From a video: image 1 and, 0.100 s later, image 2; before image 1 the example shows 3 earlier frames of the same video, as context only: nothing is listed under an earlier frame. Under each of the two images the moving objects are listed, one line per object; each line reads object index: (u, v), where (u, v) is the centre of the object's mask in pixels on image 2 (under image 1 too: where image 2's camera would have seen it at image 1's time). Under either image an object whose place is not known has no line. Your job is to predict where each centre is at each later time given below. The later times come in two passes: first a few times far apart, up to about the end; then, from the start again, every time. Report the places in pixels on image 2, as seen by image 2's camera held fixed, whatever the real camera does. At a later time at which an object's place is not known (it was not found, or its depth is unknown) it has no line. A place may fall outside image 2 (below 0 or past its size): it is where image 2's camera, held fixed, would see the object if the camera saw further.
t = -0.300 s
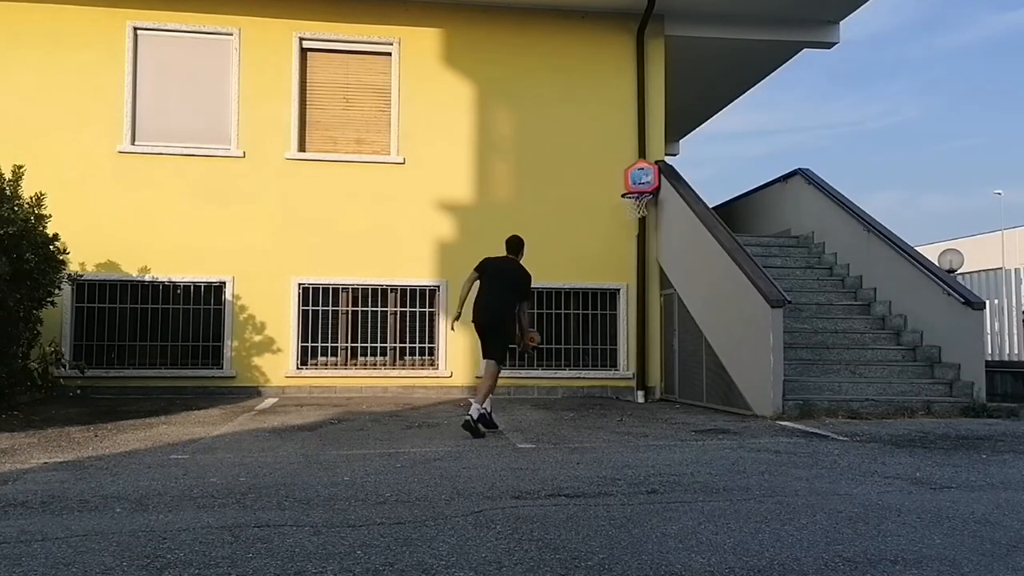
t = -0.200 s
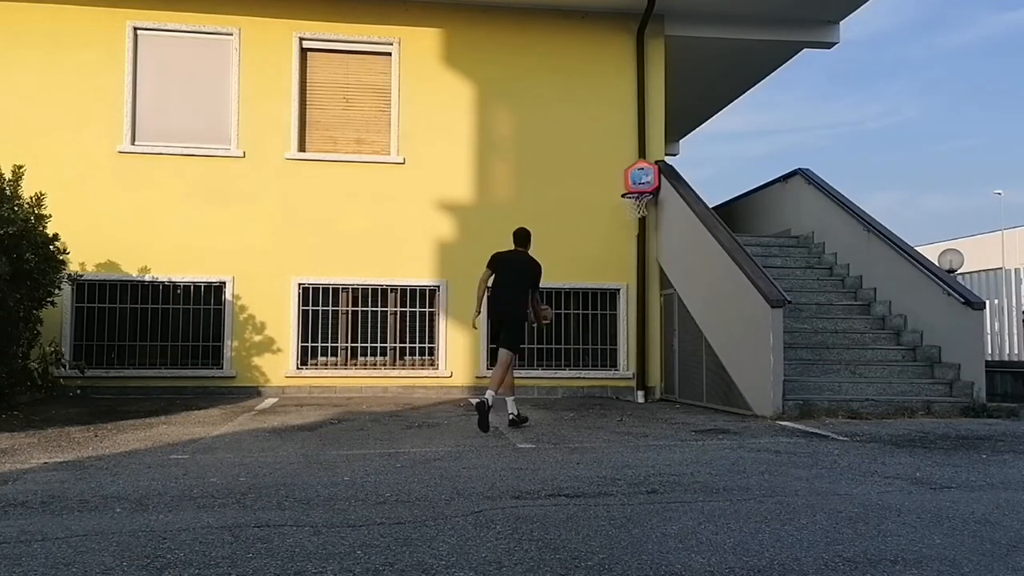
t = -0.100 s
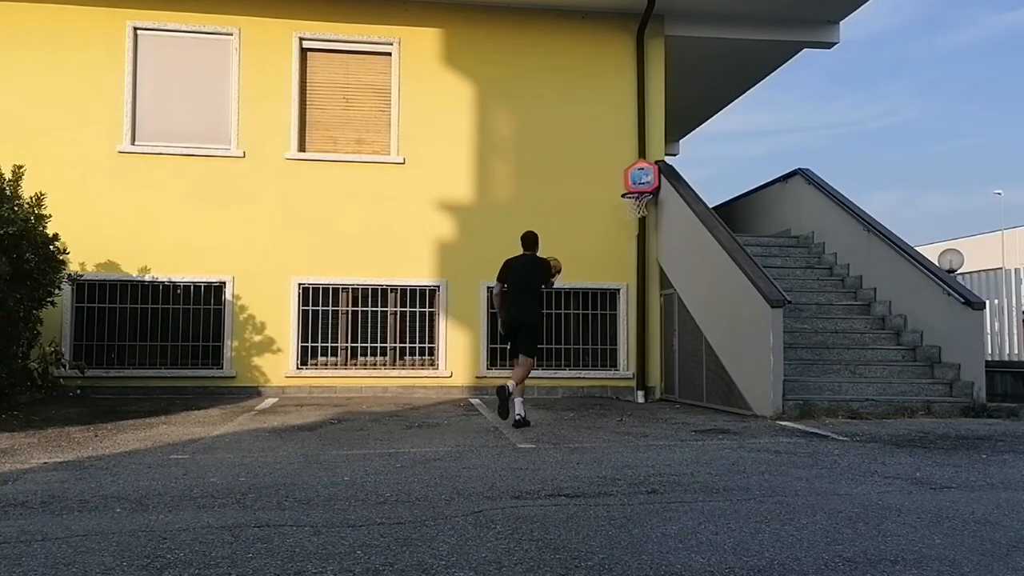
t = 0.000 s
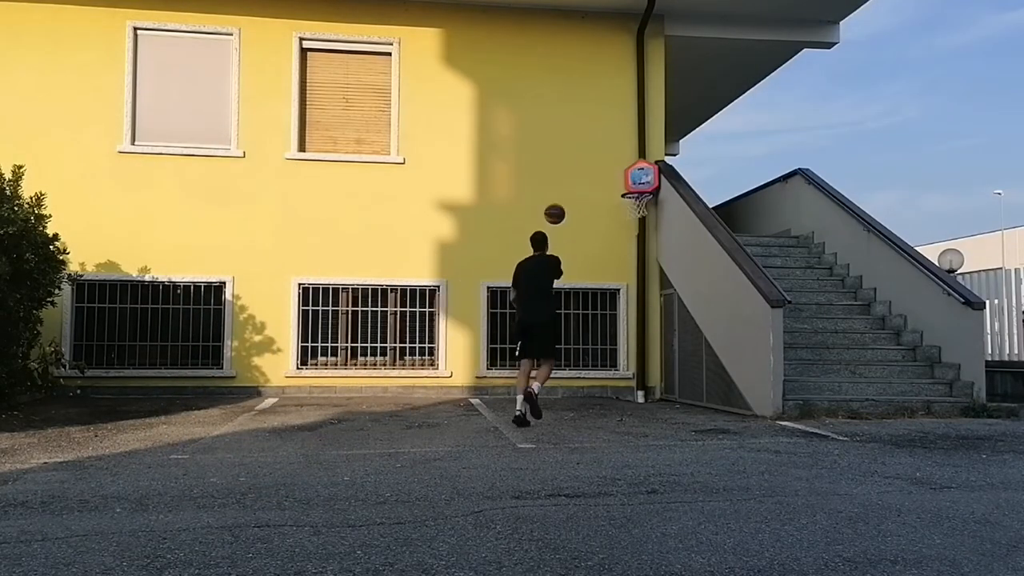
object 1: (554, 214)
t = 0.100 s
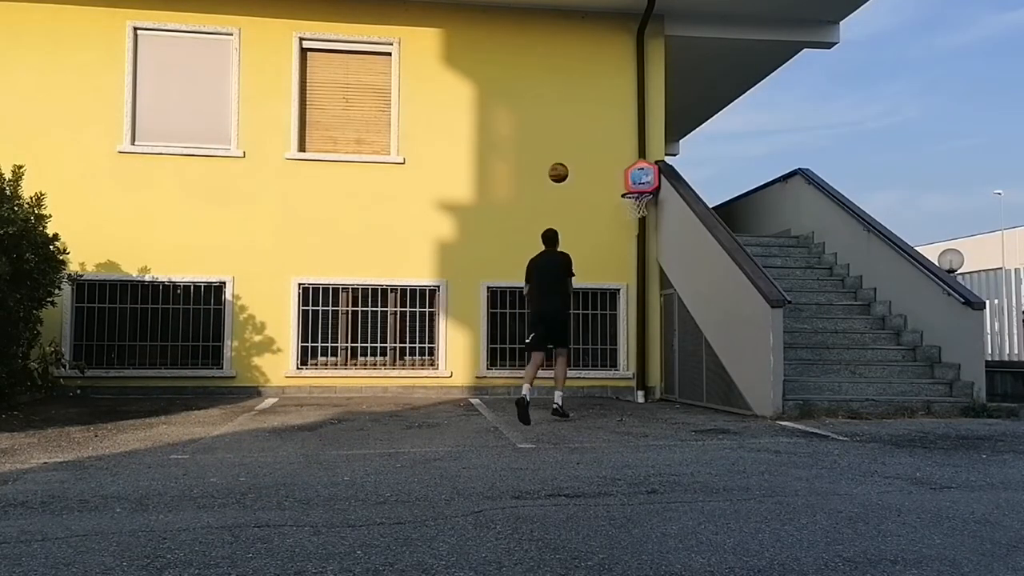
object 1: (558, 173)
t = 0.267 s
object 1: (564, 130)
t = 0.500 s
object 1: (572, 115)
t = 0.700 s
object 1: (582, 122)
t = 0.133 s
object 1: (559, 162)
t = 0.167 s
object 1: (560, 152)
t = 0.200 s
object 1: (562, 144)
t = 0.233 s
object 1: (563, 136)
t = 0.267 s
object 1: (564, 130)
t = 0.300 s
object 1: (565, 124)
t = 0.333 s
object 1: (566, 120)
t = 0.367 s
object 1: (567, 117)
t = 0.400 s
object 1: (568, 115)
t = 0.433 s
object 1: (569, 114)
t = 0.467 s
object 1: (570, 113)
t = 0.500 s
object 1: (572, 115)
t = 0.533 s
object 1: (573, 117)
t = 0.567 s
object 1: (574, 120)
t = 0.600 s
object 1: (574, 124)
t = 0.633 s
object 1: (577, 123)
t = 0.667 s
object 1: (579, 122)
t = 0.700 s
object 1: (582, 122)
